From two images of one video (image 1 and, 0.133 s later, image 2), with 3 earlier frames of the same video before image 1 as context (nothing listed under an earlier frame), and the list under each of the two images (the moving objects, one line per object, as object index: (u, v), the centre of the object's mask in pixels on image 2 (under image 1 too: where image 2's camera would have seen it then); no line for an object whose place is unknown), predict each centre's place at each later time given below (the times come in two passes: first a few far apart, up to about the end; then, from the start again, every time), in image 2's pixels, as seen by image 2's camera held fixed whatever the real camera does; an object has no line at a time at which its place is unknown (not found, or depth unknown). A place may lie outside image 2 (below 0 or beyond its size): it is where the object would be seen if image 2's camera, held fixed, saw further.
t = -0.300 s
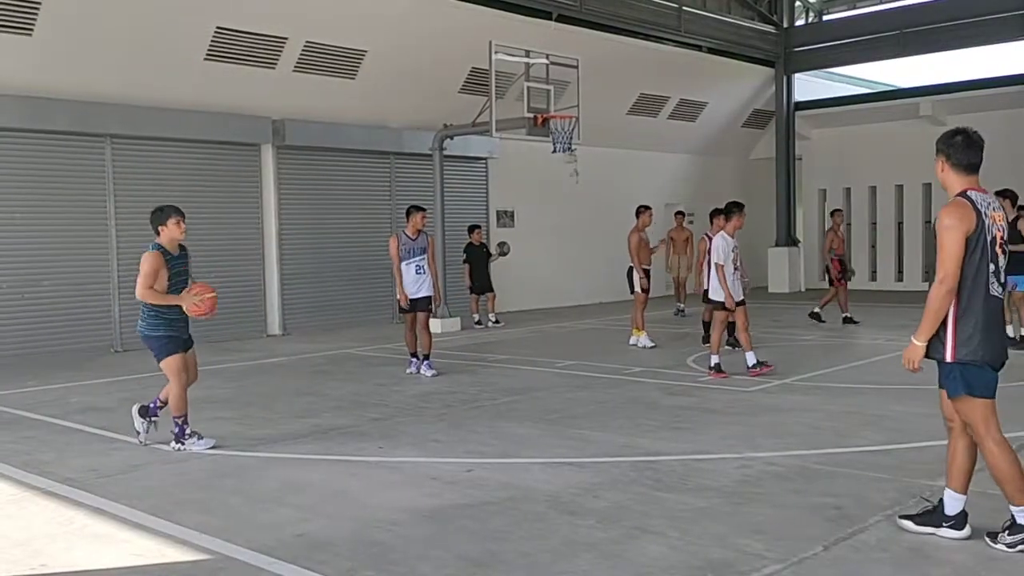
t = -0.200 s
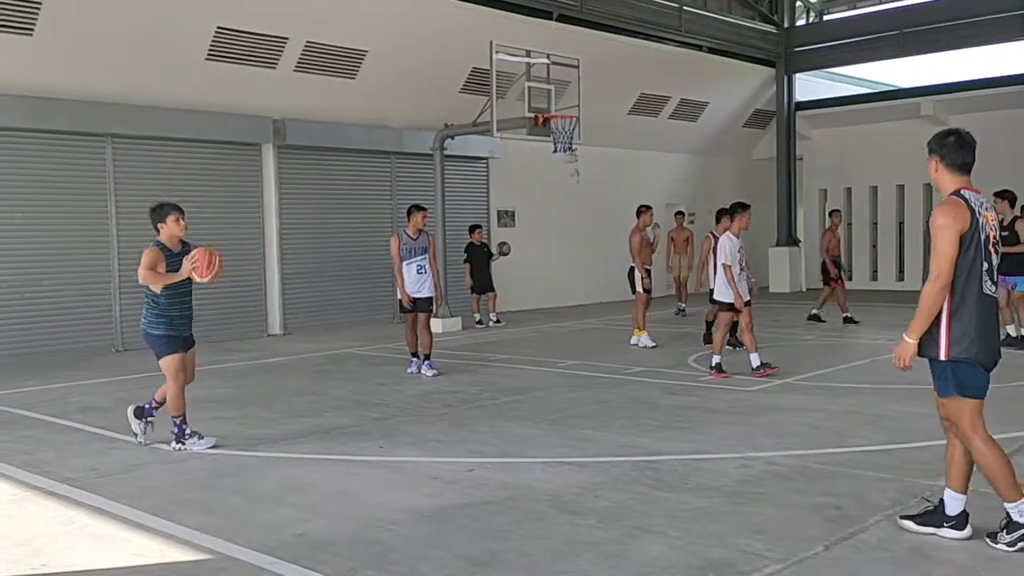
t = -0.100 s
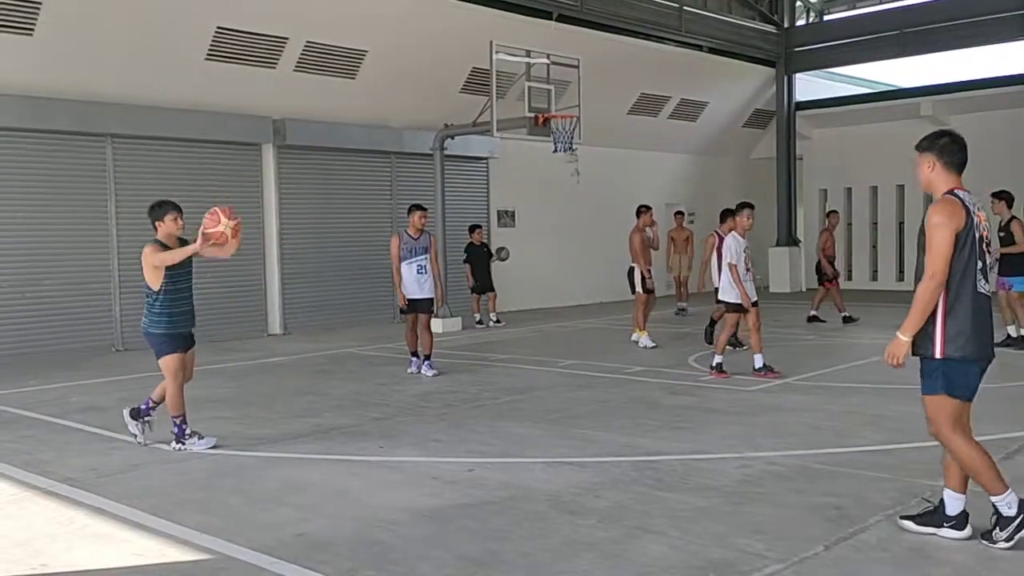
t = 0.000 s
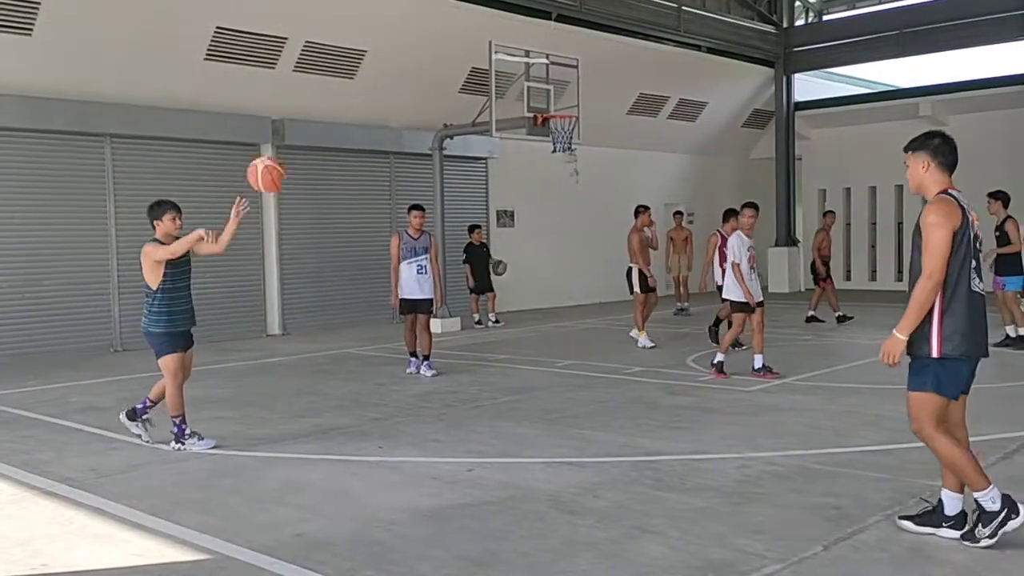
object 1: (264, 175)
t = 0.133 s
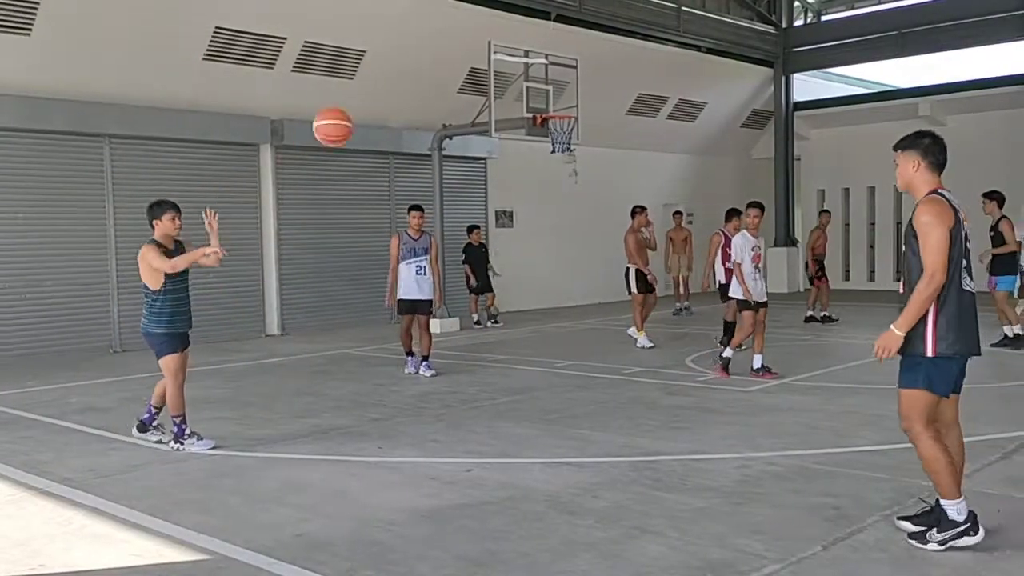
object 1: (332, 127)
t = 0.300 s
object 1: (425, 104)
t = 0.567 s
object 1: (601, 165)
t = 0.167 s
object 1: (351, 119)
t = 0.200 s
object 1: (369, 113)
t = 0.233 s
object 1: (388, 108)
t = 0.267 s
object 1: (407, 105)
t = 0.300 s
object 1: (425, 104)
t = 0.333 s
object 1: (446, 104)
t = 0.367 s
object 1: (467, 106)
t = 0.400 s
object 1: (488, 111)
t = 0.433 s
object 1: (511, 118)
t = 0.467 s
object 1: (531, 127)
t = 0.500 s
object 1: (555, 137)
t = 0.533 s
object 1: (578, 150)
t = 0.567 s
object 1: (601, 165)
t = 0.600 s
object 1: (626, 183)
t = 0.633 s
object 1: (650, 204)
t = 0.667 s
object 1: (675, 227)
